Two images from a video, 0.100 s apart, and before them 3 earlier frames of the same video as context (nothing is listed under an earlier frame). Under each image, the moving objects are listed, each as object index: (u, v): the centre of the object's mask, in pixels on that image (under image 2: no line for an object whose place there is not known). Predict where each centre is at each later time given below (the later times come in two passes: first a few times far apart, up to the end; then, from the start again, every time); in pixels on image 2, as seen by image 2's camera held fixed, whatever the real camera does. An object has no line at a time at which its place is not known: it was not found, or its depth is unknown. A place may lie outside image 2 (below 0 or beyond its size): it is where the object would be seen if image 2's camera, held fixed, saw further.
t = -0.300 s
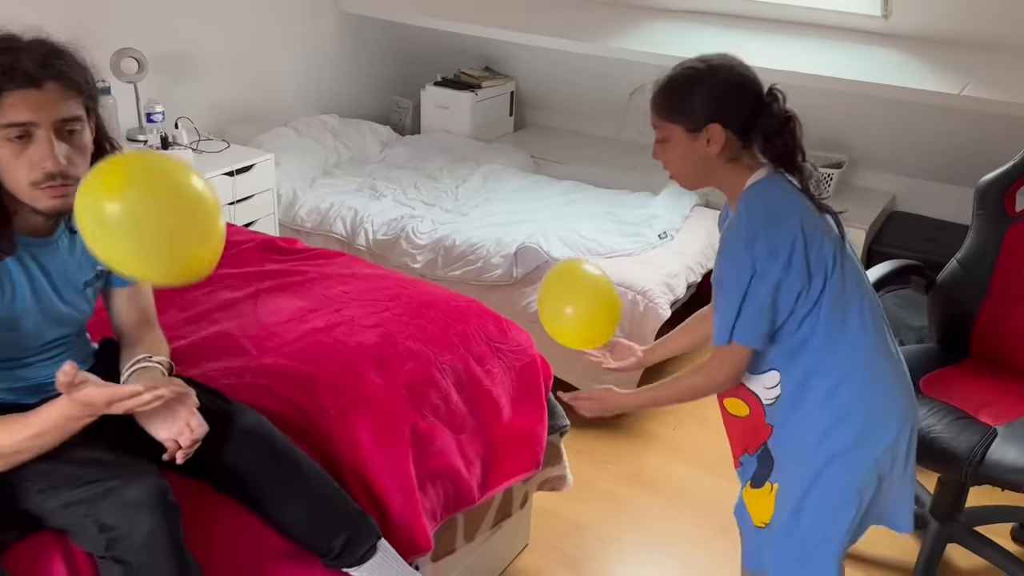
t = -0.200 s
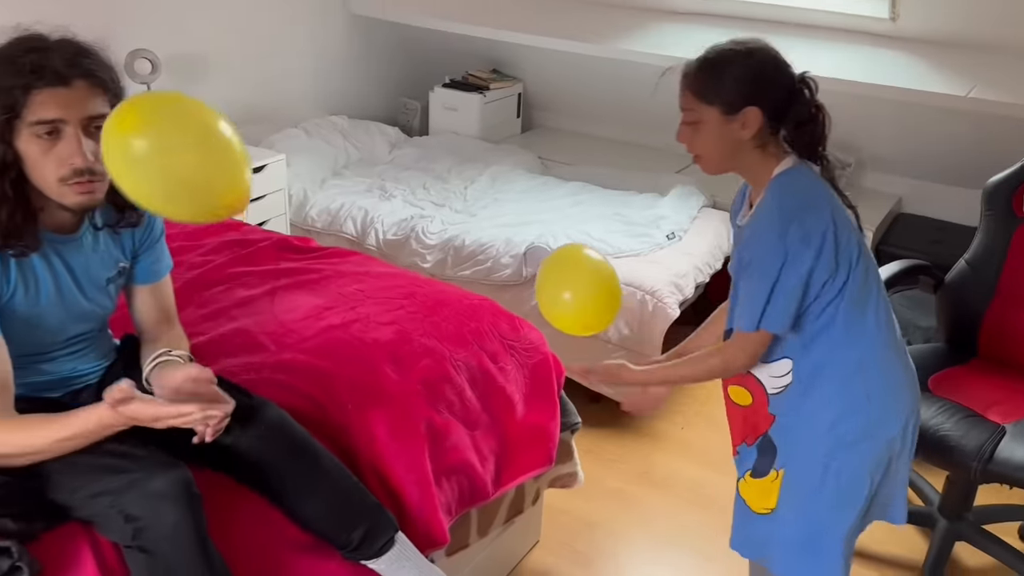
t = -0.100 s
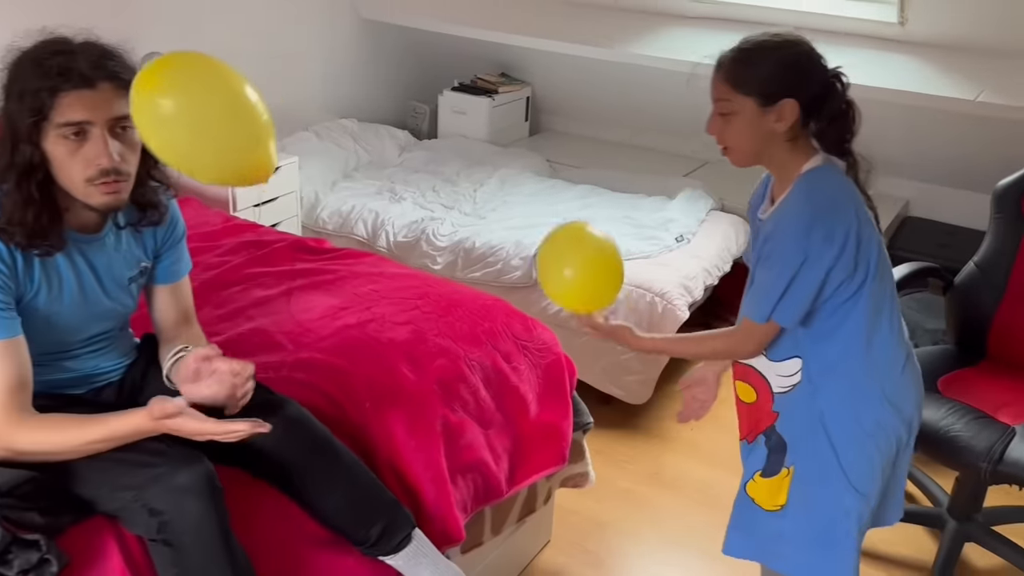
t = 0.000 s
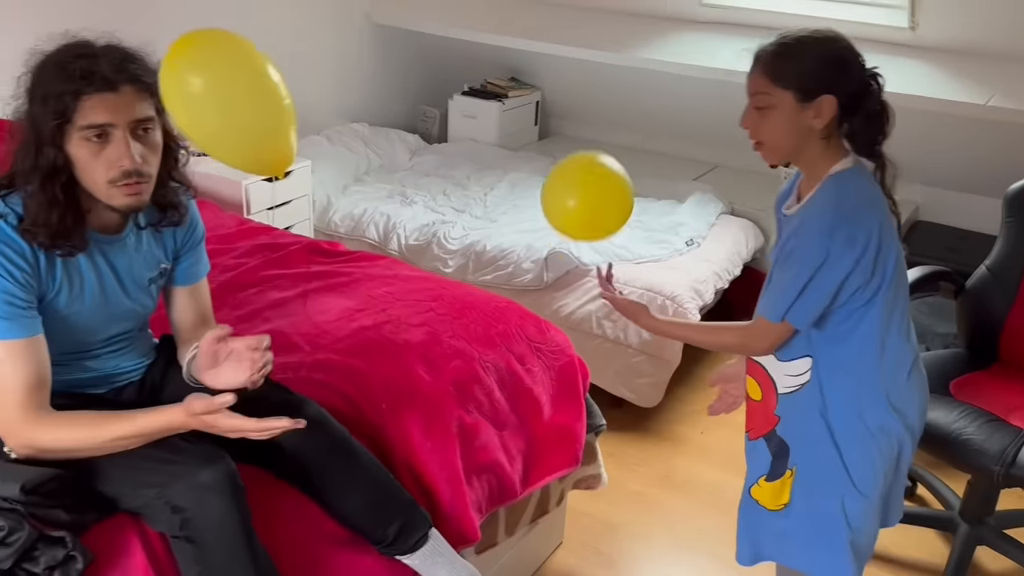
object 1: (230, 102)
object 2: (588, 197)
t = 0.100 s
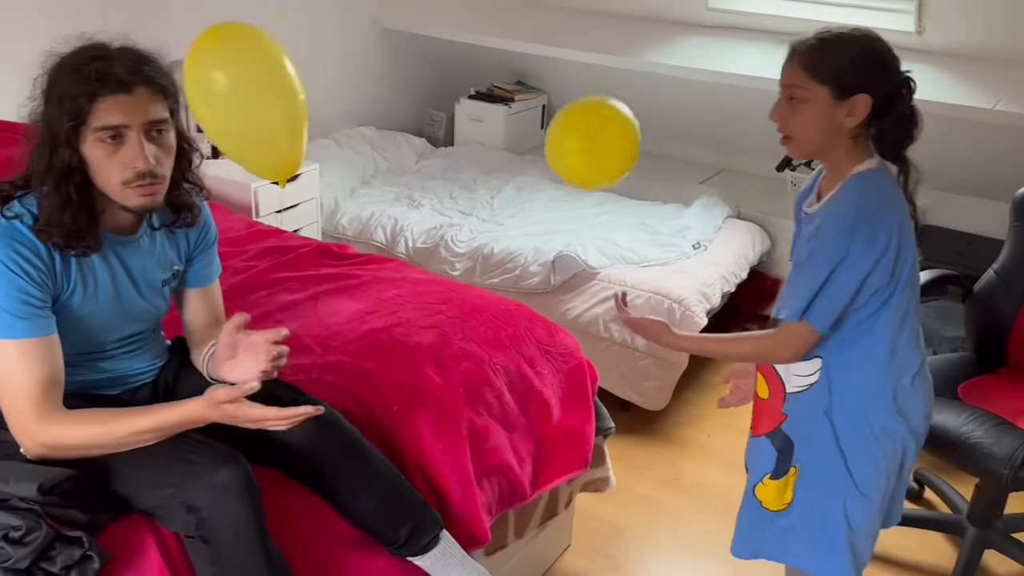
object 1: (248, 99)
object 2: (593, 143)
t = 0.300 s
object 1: (254, 129)
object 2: (593, 62)
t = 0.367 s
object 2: (588, 69)
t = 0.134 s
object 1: (250, 101)
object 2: (592, 128)
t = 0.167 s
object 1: (250, 104)
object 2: (591, 114)
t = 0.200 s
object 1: (253, 107)
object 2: (590, 101)
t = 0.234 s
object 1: (253, 113)
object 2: (590, 90)
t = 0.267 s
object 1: (254, 120)
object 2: (590, 82)
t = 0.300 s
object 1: (254, 129)
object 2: (593, 62)
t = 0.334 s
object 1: (254, 139)
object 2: (589, 71)
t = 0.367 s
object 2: (588, 69)
